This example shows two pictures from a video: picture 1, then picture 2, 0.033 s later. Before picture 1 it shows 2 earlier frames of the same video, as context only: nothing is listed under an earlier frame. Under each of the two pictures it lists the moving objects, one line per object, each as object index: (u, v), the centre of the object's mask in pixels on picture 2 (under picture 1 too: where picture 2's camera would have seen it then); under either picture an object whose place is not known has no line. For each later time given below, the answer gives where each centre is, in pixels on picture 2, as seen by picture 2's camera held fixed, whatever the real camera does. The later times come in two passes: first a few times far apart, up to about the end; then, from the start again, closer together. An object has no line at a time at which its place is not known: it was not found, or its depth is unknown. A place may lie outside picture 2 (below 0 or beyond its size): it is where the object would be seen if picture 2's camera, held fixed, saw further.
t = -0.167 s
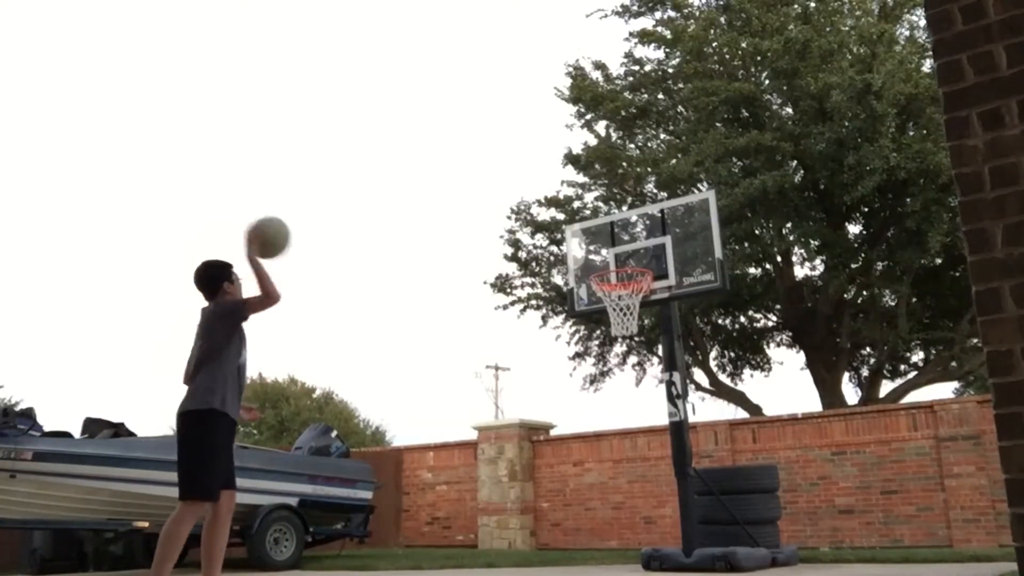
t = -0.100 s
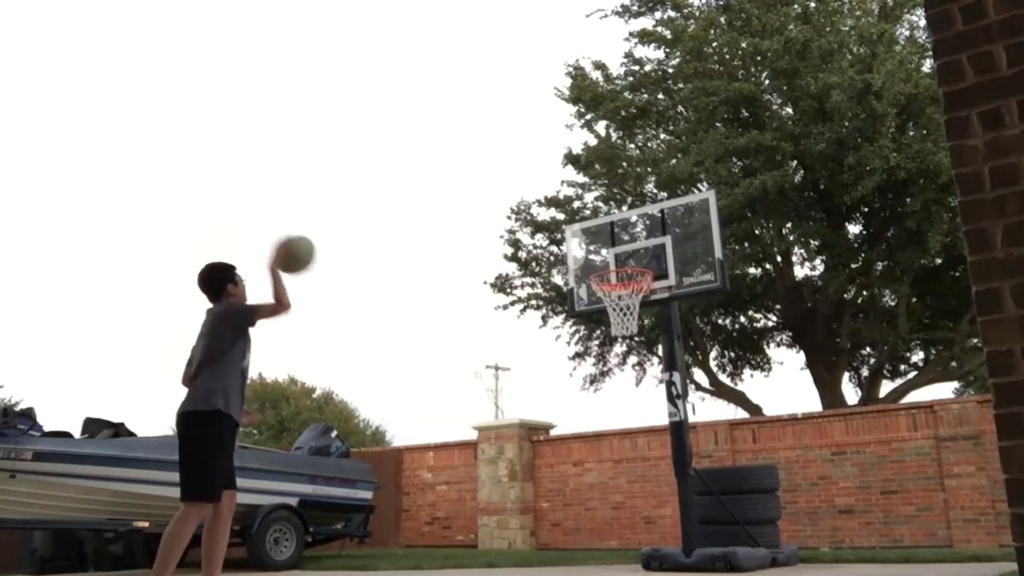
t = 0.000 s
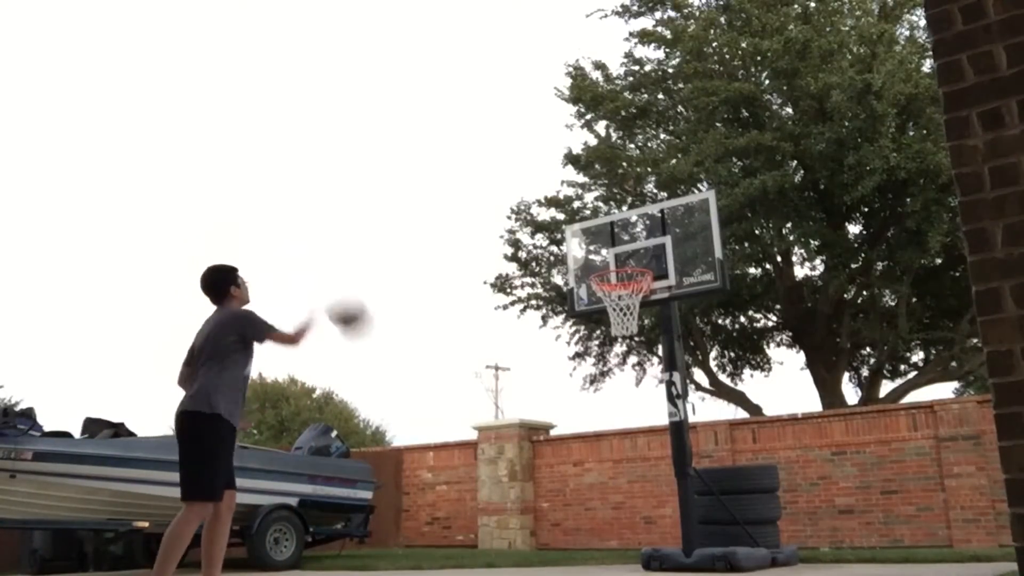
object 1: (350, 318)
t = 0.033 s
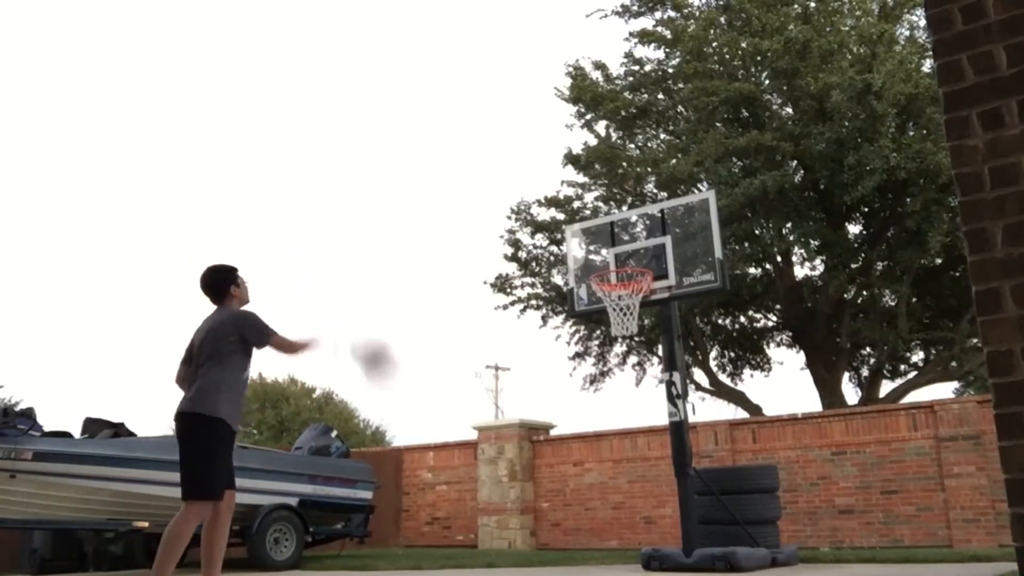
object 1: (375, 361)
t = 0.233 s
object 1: (485, 528)
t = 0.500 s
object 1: (529, 296)
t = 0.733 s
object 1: (561, 211)
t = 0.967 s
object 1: (594, 201)
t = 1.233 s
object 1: (617, 251)
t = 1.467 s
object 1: (611, 300)
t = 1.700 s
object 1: (630, 343)
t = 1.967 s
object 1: (662, 485)
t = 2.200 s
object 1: (685, 469)
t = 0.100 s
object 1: (417, 440)
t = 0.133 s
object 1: (441, 490)
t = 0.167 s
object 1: (458, 530)
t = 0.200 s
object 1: (477, 563)
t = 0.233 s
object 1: (485, 528)
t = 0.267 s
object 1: (490, 488)
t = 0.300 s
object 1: (495, 456)
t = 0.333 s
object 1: (502, 420)
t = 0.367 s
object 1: (507, 389)
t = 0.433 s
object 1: (518, 338)
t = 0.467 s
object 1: (524, 314)
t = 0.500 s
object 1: (529, 296)
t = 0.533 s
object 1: (534, 277)
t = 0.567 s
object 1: (537, 263)
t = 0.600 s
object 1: (543, 248)
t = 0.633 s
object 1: (547, 235)
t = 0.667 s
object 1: (553, 227)
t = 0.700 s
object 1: (556, 217)
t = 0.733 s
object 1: (561, 211)
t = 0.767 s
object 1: (566, 205)
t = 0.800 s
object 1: (570, 201)
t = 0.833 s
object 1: (574, 200)
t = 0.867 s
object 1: (579, 198)
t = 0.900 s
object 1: (584, 198)
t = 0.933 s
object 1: (589, 198)
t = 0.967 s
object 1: (594, 201)
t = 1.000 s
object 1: (602, 209)
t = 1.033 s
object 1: (607, 215)
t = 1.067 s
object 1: (611, 223)
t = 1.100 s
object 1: (616, 233)
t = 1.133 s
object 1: (621, 241)
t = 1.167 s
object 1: (621, 246)
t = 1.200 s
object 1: (619, 248)
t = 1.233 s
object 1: (617, 251)
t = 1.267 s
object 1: (615, 255)
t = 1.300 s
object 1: (613, 260)
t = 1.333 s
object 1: (610, 263)
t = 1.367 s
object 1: (609, 276)
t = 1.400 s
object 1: (606, 288)
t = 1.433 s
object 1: (607, 294)
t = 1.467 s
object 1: (611, 300)
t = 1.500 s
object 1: (612, 303)
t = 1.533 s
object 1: (615, 304)
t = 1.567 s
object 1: (618, 308)
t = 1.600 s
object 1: (621, 320)
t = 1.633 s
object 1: (623, 325)
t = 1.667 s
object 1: (627, 334)
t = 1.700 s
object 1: (630, 343)
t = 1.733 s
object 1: (634, 356)
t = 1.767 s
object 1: (637, 369)
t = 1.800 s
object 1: (641, 385)
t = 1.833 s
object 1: (645, 404)
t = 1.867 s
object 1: (649, 421)
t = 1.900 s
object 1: (653, 442)
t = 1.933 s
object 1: (657, 462)
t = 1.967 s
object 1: (662, 485)
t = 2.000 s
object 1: (666, 510)
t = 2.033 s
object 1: (671, 540)
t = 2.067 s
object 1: (675, 556)
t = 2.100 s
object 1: (678, 533)
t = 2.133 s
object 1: (681, 509)
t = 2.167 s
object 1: (683, 488)
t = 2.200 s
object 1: (685, 469)
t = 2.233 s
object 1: (686, 450)
